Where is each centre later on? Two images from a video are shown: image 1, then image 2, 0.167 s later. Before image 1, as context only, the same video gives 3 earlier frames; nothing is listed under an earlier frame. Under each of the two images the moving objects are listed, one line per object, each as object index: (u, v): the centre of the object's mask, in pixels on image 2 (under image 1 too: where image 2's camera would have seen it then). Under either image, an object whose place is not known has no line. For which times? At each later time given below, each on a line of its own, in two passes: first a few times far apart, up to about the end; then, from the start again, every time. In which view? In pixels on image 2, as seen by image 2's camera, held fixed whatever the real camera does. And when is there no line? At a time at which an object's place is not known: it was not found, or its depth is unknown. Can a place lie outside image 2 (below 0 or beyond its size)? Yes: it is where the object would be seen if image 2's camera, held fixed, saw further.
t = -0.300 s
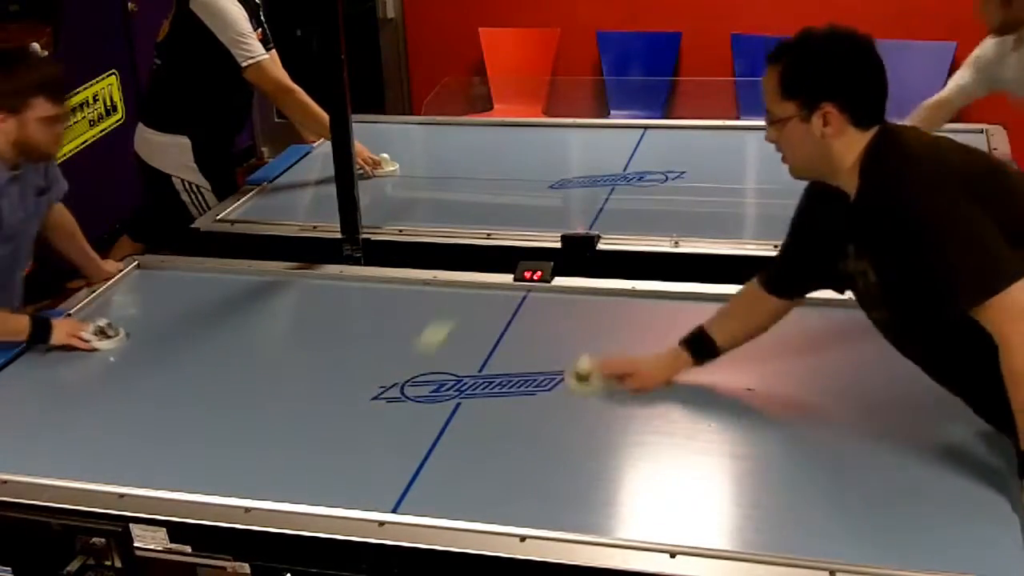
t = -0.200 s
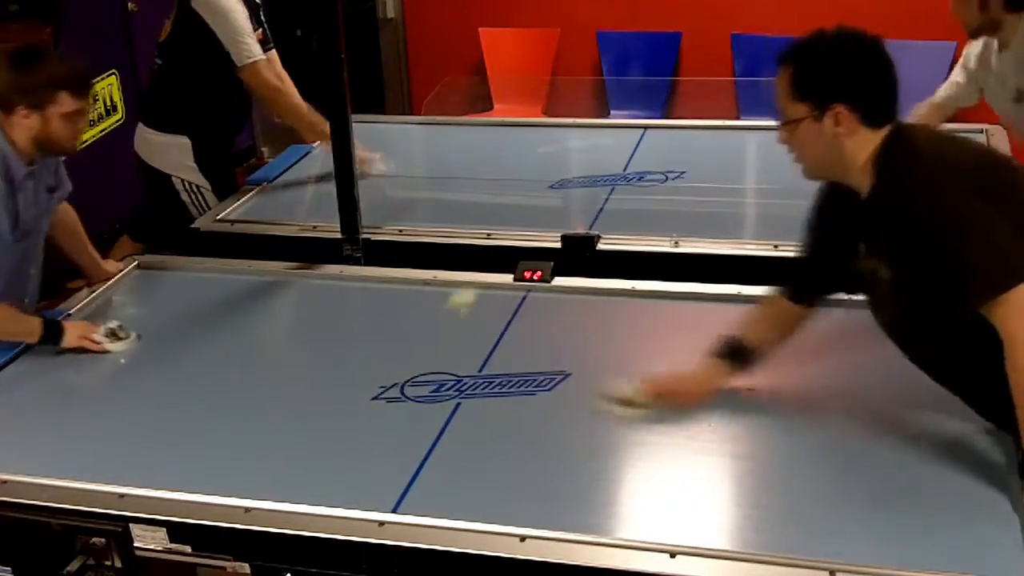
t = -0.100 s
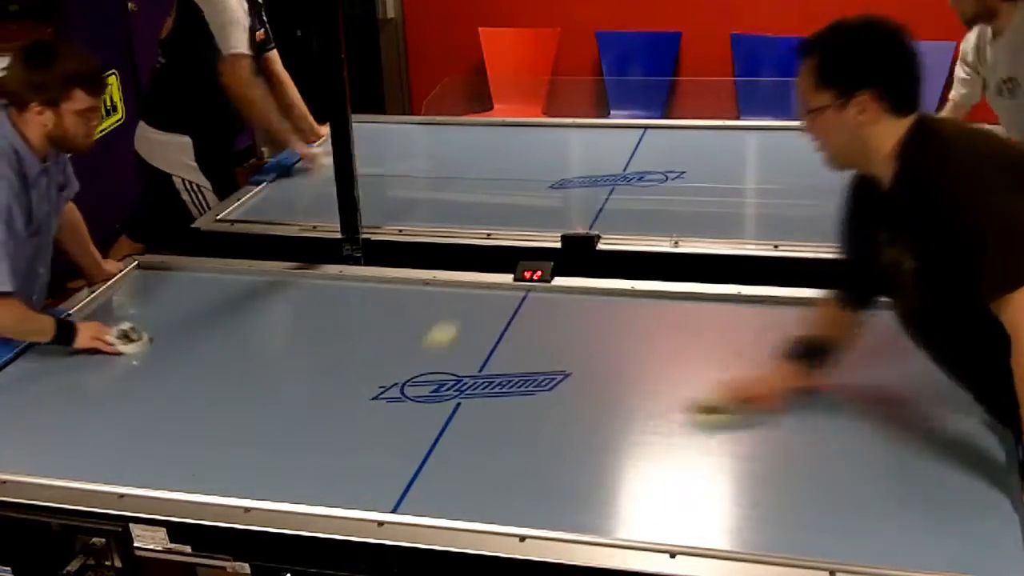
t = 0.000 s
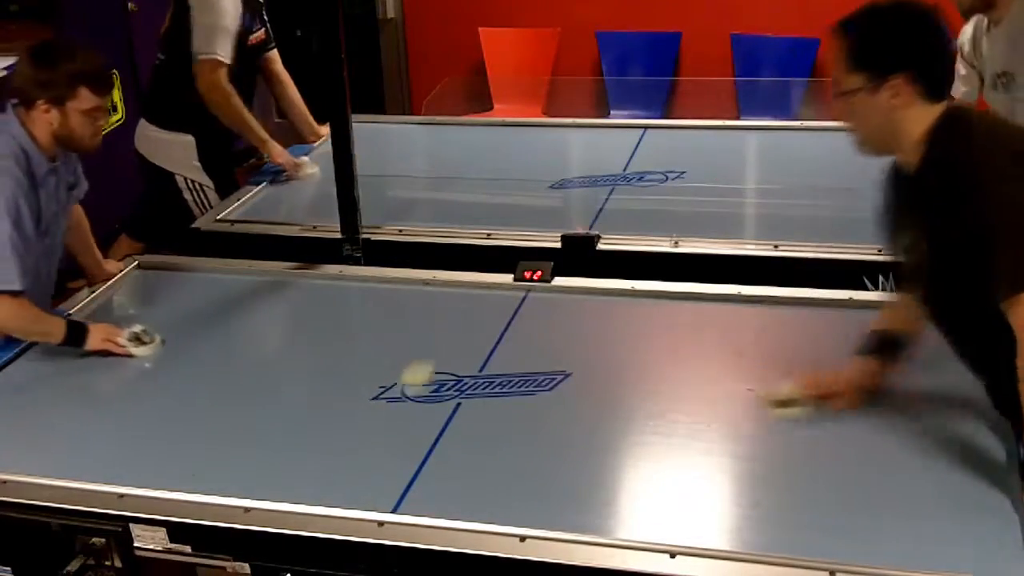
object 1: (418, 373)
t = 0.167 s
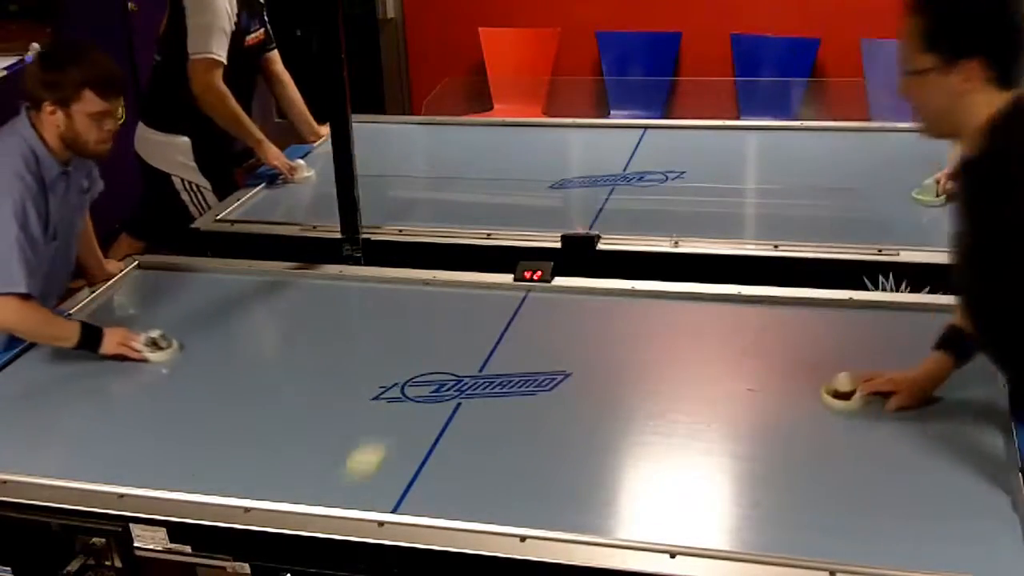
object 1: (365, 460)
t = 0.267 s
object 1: (344, 492)
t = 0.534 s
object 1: (414, 397)
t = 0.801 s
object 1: (468, 319)
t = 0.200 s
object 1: (354, 478)
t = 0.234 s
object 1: (344, 492)
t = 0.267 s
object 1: (344, 492)
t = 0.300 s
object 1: (354, 480)
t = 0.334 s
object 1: (363, 467)
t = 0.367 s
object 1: (373, 454)
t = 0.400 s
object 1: (381, 441)
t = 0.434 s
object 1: (389, 430)
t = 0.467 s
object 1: (398, 419)
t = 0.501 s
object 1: (405, 410)
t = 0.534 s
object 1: (414, 397)
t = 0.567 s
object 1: (422, 386)
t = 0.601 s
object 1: (430, 373)
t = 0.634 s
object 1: (436, 363)
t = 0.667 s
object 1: (443, 354)
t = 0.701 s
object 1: (449, 346)
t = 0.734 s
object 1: (455, 336)
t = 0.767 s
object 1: (461, 327)
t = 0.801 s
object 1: (468, 319)
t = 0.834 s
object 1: (473, 311)
